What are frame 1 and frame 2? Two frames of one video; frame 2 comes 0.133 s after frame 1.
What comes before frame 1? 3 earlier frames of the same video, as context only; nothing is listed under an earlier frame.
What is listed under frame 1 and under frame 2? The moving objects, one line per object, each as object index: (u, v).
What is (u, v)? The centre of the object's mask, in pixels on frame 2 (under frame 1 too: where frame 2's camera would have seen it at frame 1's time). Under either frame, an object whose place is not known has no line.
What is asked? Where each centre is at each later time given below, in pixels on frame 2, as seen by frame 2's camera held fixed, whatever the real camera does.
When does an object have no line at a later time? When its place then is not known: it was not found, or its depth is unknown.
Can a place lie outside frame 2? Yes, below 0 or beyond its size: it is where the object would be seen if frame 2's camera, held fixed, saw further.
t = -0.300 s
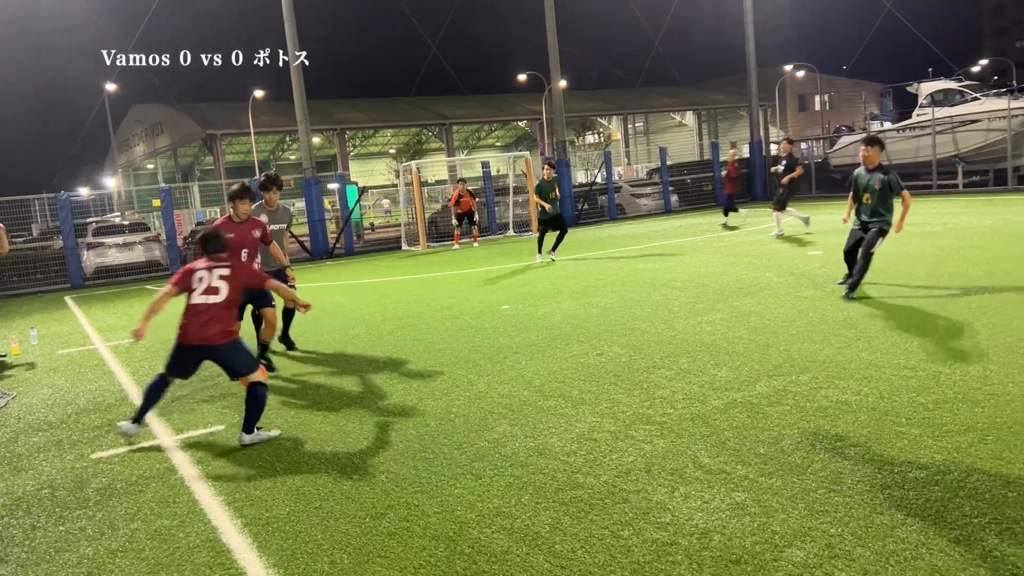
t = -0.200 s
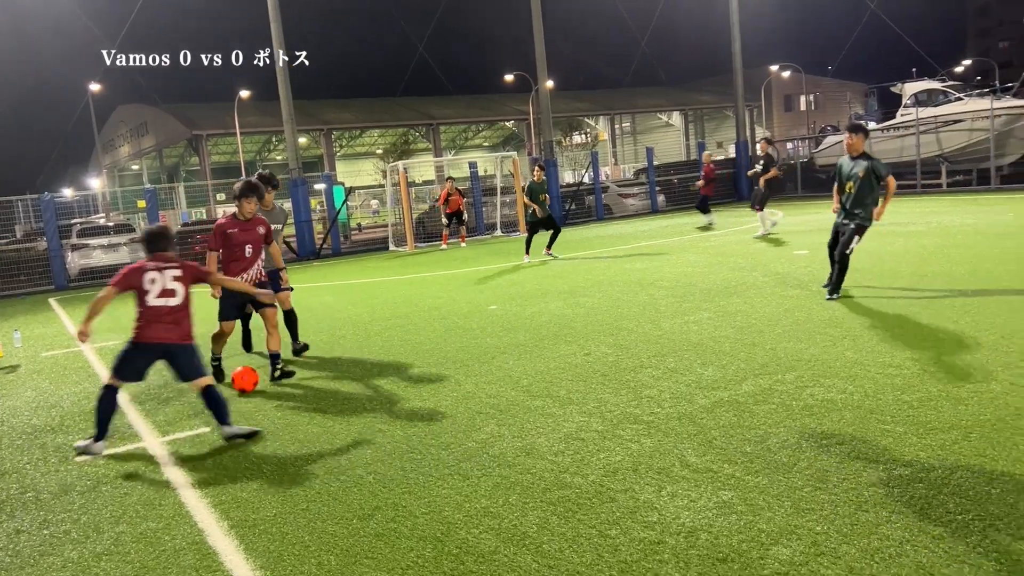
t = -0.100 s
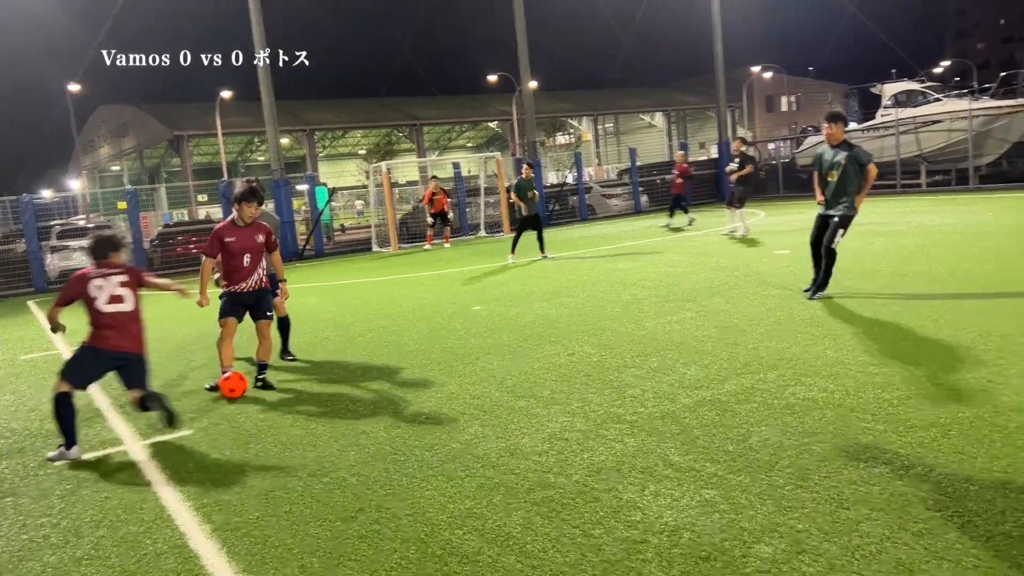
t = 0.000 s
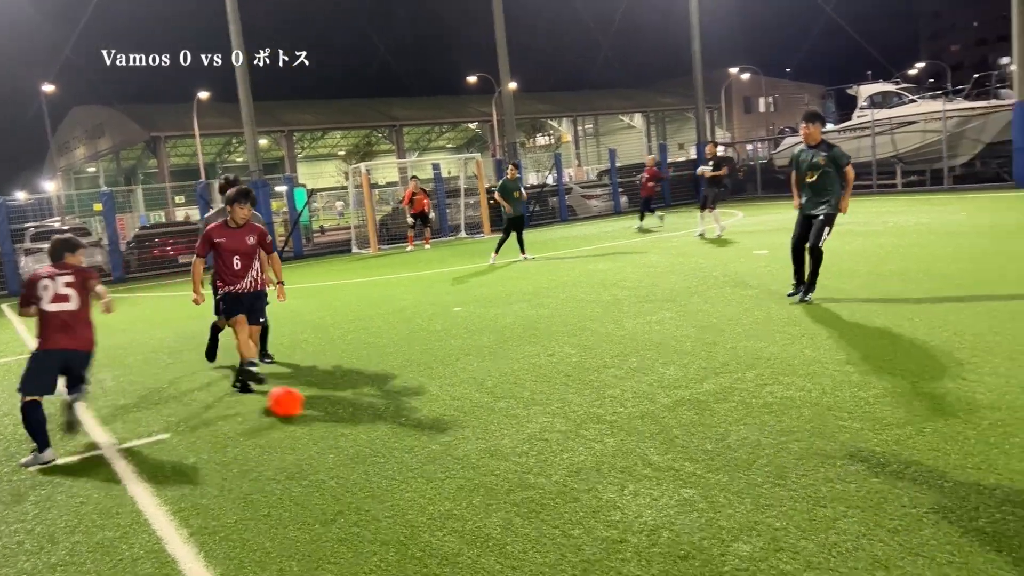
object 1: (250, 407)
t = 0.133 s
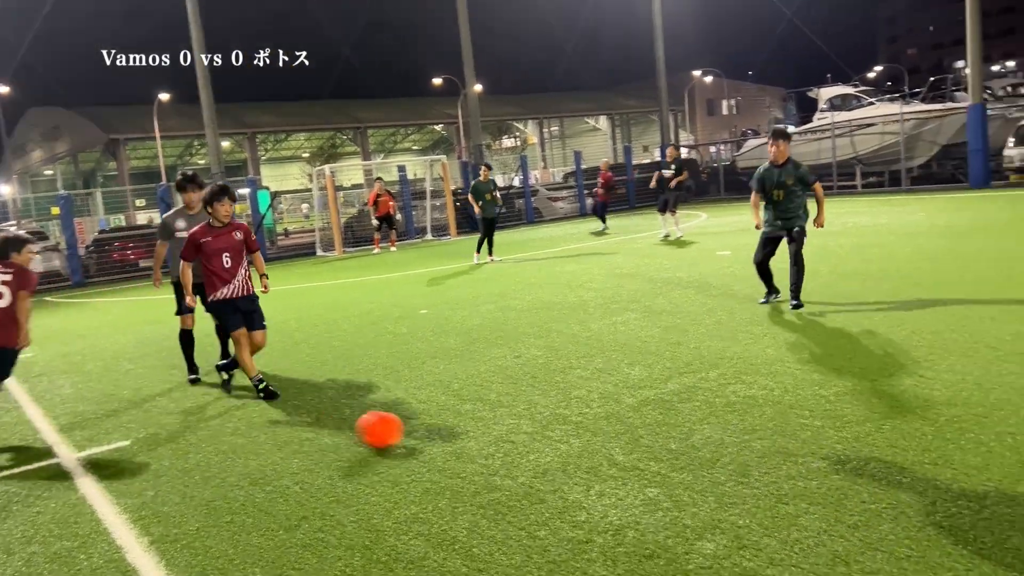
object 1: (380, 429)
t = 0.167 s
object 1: (417, 436)
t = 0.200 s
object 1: (457, 444)
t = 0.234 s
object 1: (500, 452)
